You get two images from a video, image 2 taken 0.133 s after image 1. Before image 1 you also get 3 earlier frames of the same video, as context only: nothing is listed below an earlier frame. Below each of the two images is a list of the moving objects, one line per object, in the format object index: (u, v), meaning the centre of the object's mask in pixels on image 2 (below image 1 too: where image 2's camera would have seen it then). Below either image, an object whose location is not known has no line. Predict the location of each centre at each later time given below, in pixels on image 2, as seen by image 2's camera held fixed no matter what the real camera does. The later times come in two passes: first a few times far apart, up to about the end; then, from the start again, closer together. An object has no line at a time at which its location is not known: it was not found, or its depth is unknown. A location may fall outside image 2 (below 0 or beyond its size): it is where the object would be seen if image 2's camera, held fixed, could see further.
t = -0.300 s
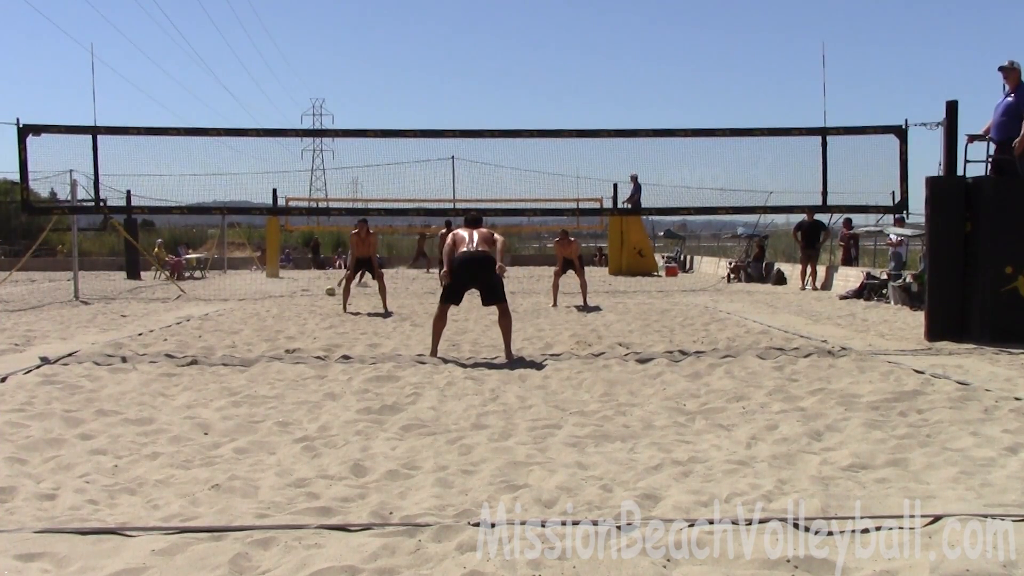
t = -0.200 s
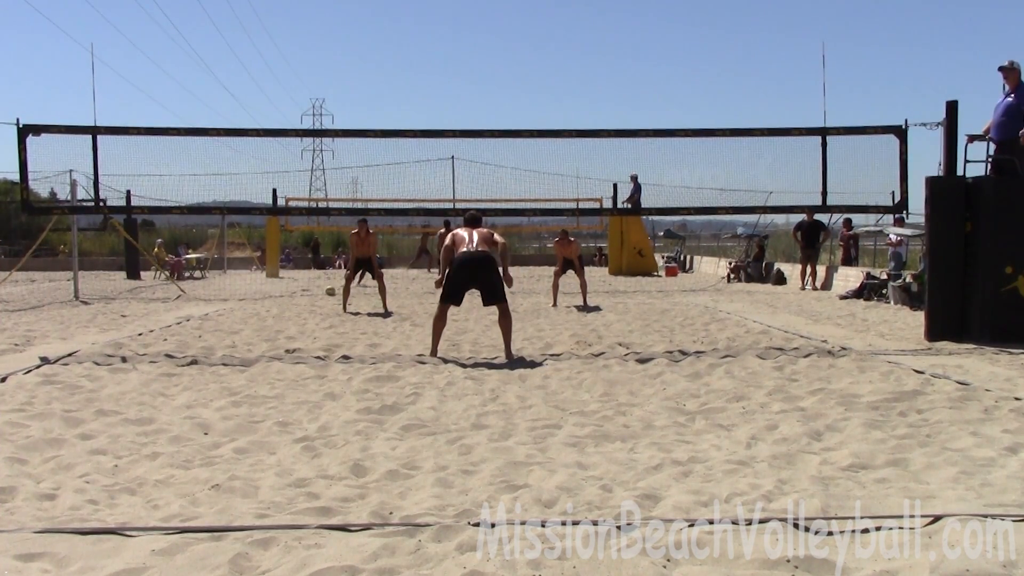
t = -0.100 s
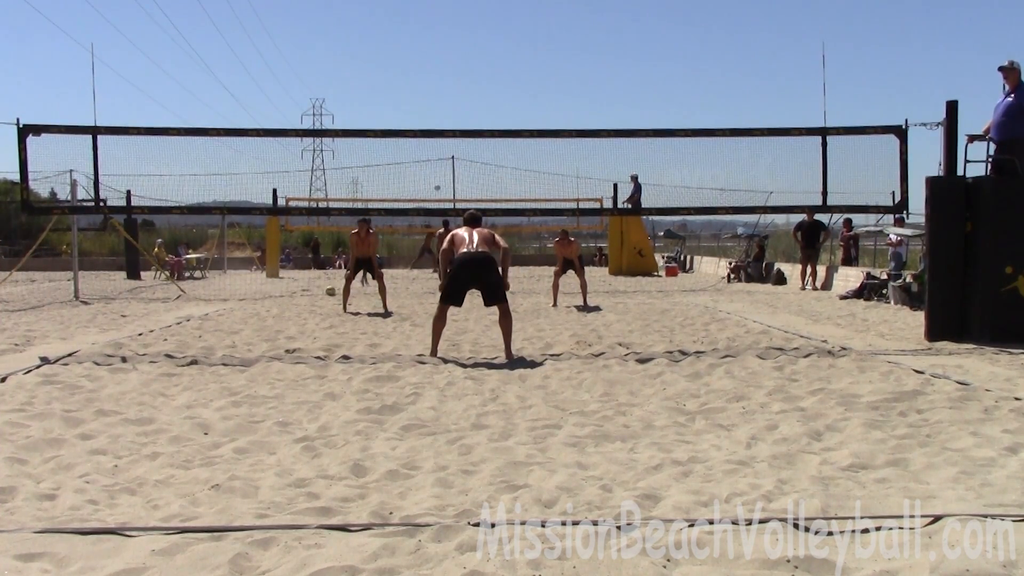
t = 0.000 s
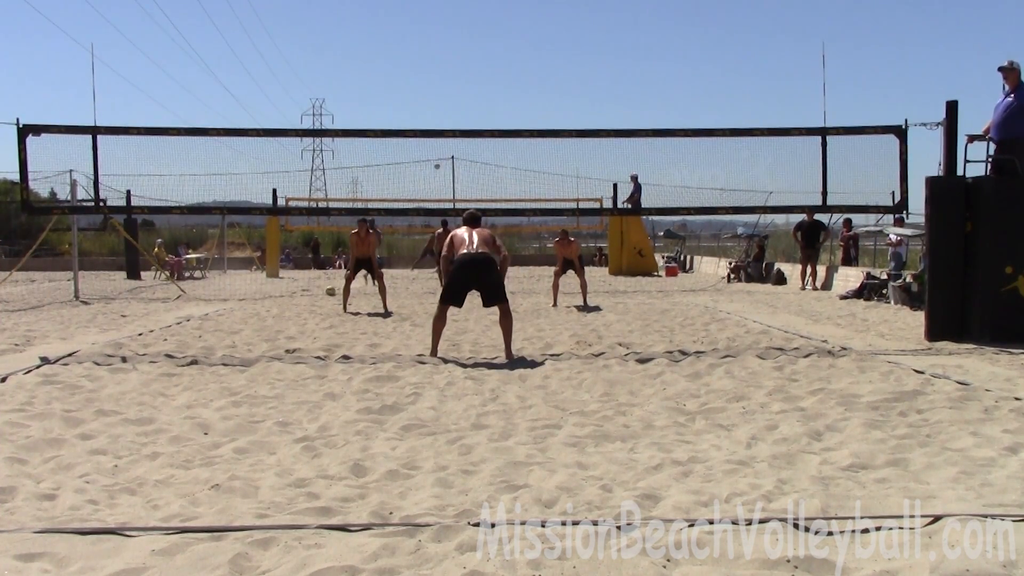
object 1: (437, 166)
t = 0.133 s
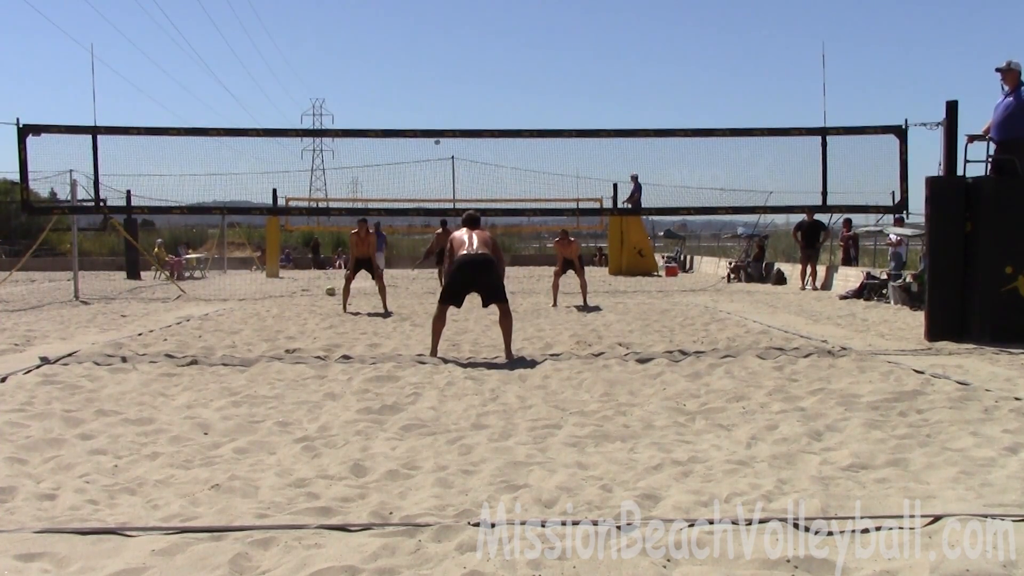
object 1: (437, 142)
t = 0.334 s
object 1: (436, 114)
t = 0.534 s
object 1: (434, 98)
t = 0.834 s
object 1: (430, 94)
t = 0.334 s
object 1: (436, 114)
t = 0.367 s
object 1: (436, 111)
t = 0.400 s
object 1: (436, 108)
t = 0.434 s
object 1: (435, 105)
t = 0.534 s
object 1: (434, 98)
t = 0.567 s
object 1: (434, 96)
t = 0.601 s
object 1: (434, 95)
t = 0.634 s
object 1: (433, 94)
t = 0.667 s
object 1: (432, 93)
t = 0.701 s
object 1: (432, 93)
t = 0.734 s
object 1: (431, 92)
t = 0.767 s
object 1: (431, 92)
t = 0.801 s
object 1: (431, 93)
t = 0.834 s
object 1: (430, 94)
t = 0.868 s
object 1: (429, 95)
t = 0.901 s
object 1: (429, 96)
